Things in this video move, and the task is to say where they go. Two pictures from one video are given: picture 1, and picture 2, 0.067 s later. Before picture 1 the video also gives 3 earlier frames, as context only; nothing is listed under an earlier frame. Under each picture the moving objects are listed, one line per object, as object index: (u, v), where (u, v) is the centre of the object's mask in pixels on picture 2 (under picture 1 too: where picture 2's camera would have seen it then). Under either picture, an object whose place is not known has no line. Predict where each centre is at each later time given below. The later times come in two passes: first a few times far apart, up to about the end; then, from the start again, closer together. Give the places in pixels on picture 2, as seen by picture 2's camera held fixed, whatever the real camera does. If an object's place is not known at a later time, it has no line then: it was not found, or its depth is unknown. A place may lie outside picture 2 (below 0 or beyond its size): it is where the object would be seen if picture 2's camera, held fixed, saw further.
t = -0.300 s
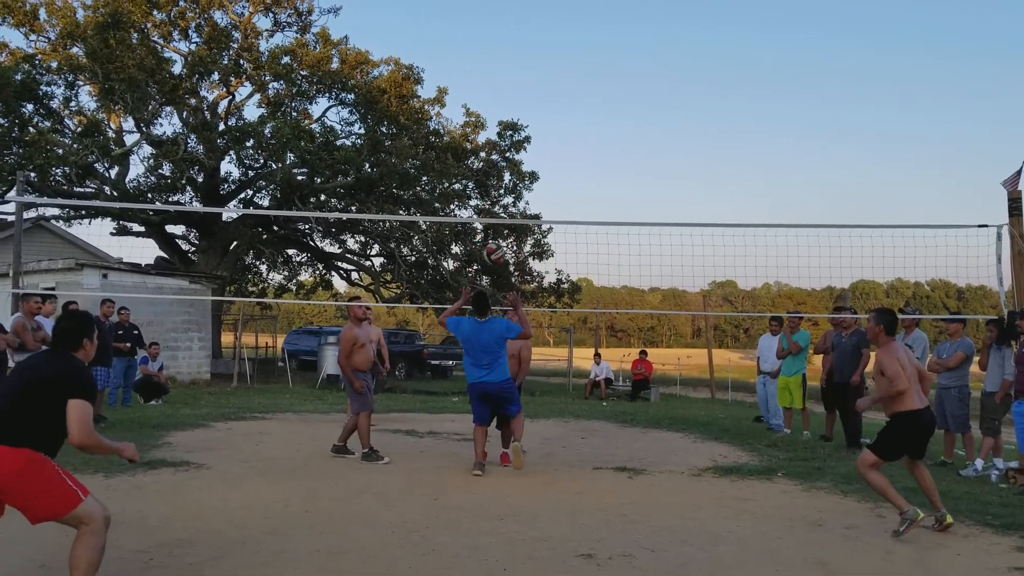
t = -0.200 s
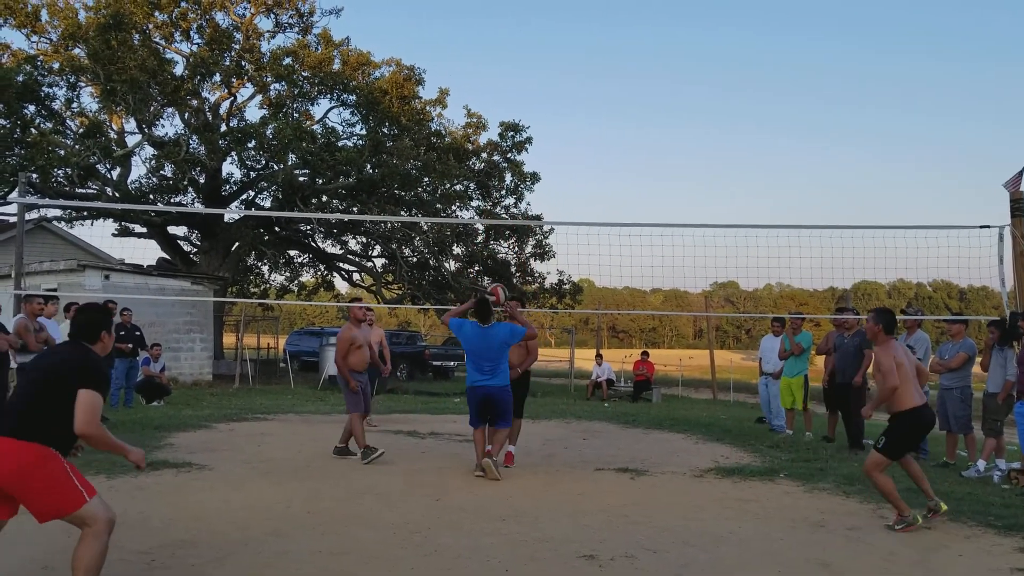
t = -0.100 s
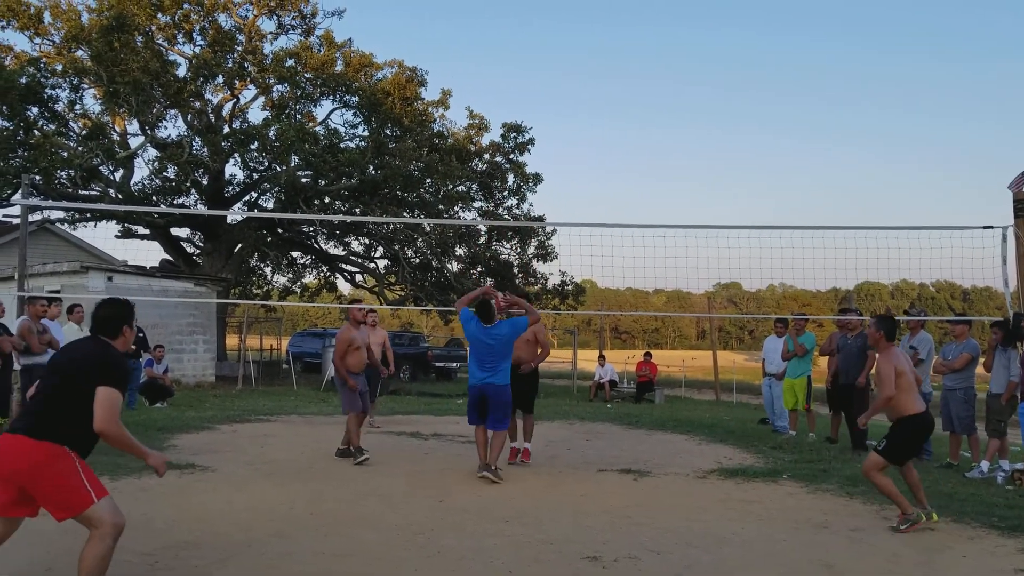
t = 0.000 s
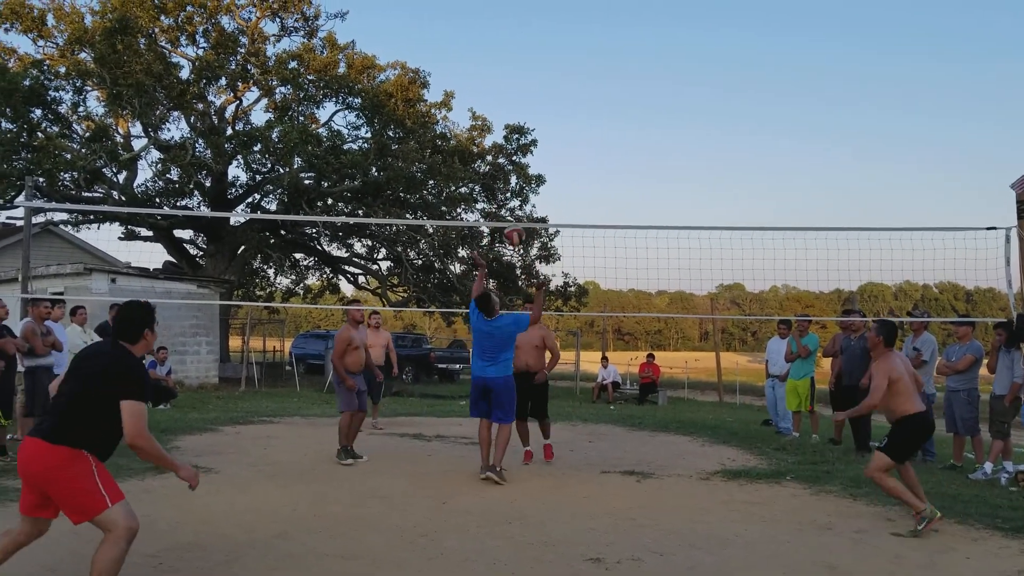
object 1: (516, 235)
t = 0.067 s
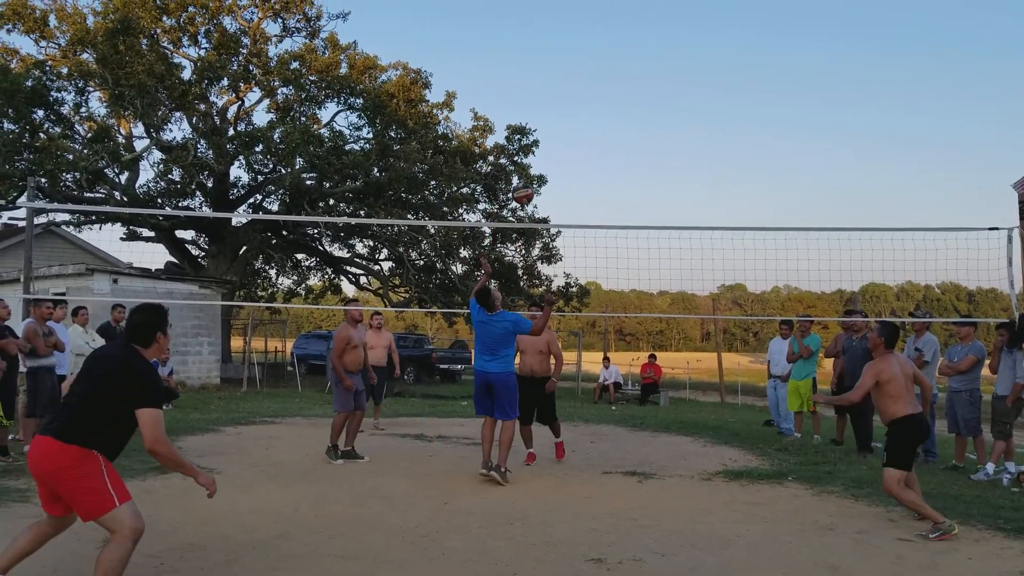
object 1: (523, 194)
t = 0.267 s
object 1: (543, 91)
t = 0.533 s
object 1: (567, 11)
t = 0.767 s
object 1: (585, 6)
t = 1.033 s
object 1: (604, 74)
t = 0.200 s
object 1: (537, 121)
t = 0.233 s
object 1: (540, 106)
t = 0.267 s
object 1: (543, 91)
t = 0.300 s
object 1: (546, 77)
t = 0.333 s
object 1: (549, 65)
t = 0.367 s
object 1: (552, 53)
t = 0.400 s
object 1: (555, 43)
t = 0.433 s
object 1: (558, 33)
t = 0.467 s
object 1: (561, 25)
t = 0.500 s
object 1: (564, 18)
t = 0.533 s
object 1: (567, 11)
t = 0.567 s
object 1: (569, 8)
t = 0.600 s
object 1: (572, 6)
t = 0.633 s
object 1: (575, 5)
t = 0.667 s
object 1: (578, 4)
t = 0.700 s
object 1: (580, 4)
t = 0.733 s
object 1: (583, 5)
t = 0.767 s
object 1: (585, 6)
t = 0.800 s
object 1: (588, 9)
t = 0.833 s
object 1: (590, 12)
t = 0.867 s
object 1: (593, 19)
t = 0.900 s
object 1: (595, 27)
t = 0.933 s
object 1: (597, 37)
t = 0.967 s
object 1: (600, 48)
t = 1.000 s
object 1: (602, 61)
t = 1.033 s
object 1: (604, 74)
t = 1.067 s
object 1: (606, 90)
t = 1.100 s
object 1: (608, 107)
